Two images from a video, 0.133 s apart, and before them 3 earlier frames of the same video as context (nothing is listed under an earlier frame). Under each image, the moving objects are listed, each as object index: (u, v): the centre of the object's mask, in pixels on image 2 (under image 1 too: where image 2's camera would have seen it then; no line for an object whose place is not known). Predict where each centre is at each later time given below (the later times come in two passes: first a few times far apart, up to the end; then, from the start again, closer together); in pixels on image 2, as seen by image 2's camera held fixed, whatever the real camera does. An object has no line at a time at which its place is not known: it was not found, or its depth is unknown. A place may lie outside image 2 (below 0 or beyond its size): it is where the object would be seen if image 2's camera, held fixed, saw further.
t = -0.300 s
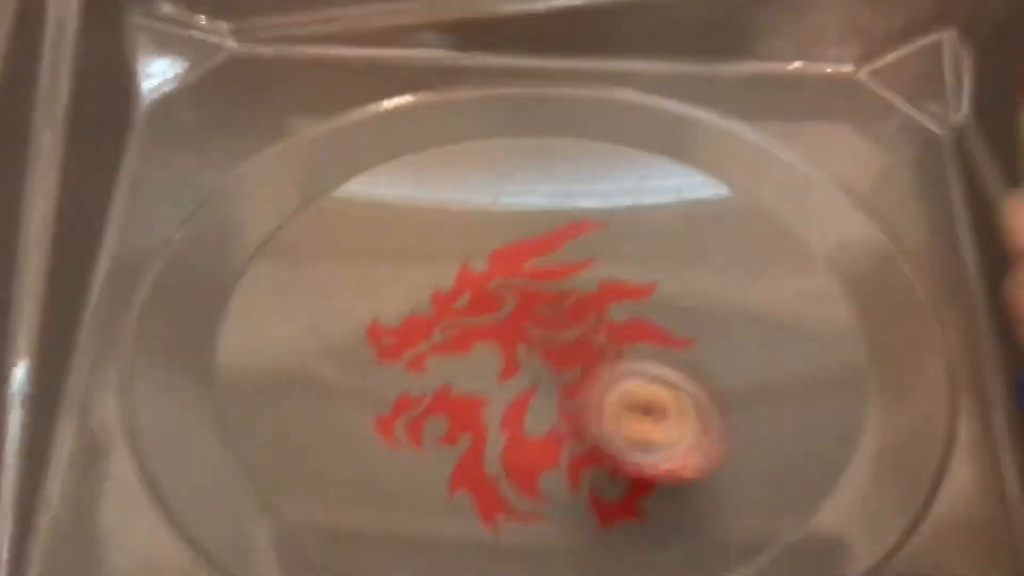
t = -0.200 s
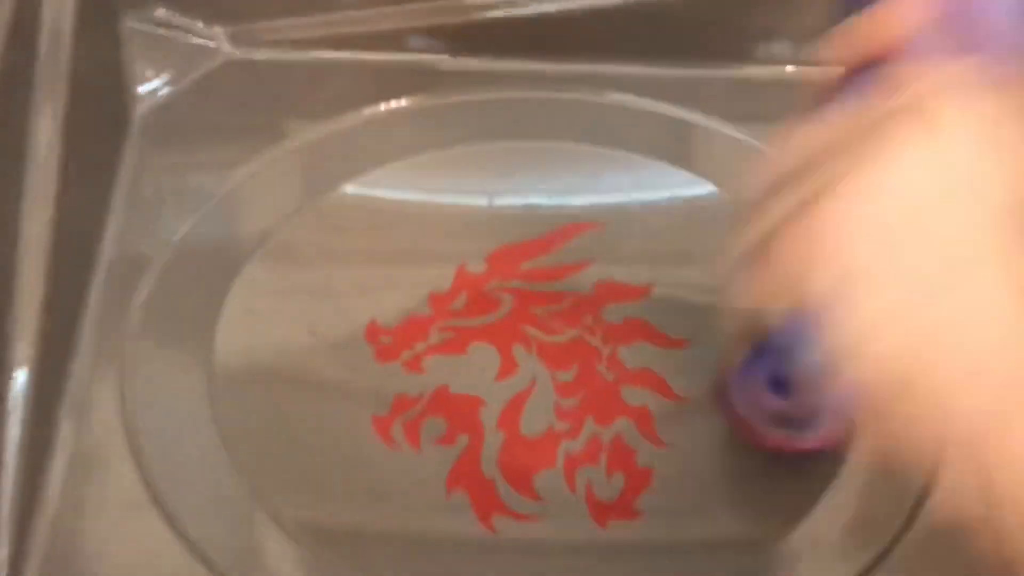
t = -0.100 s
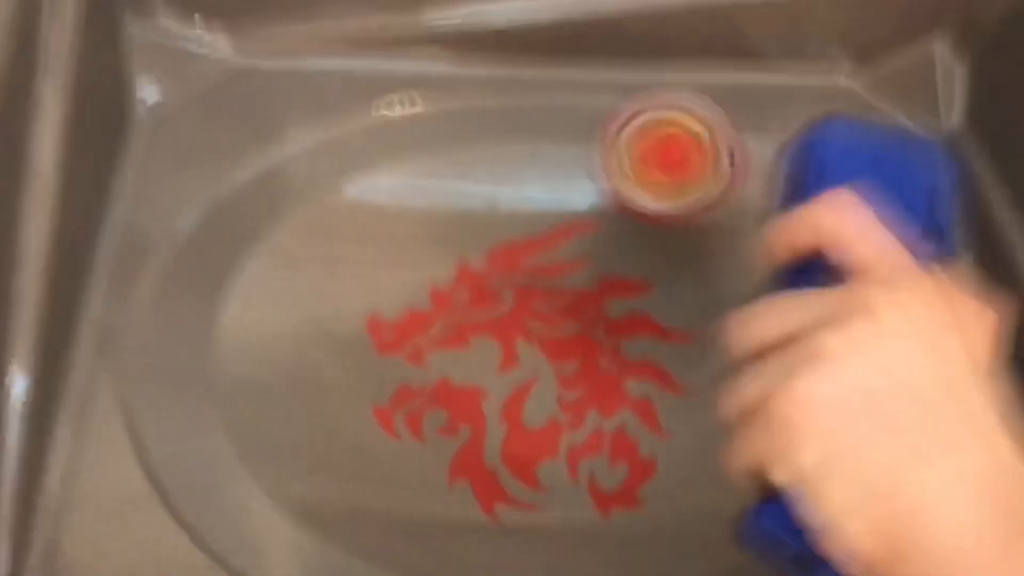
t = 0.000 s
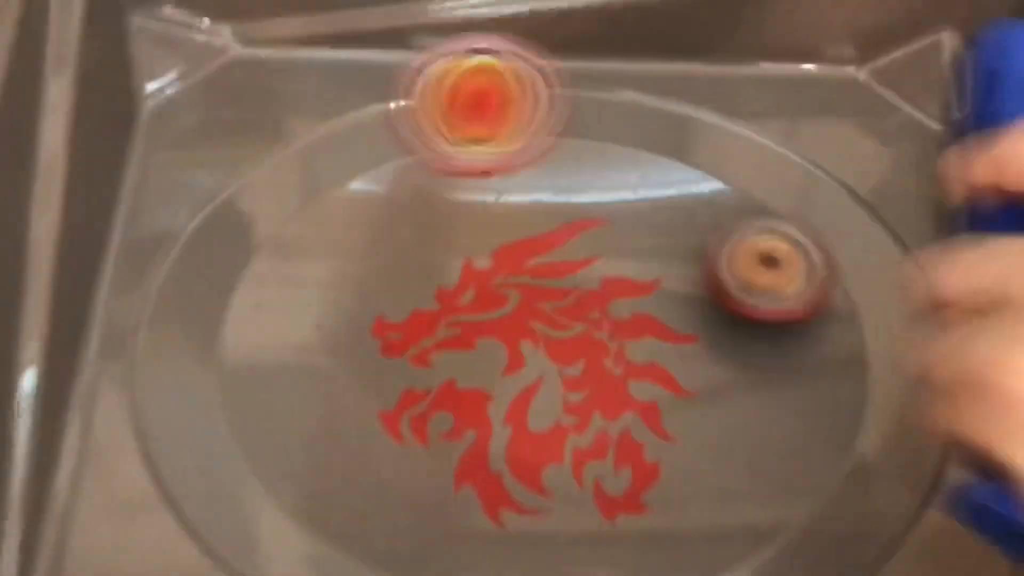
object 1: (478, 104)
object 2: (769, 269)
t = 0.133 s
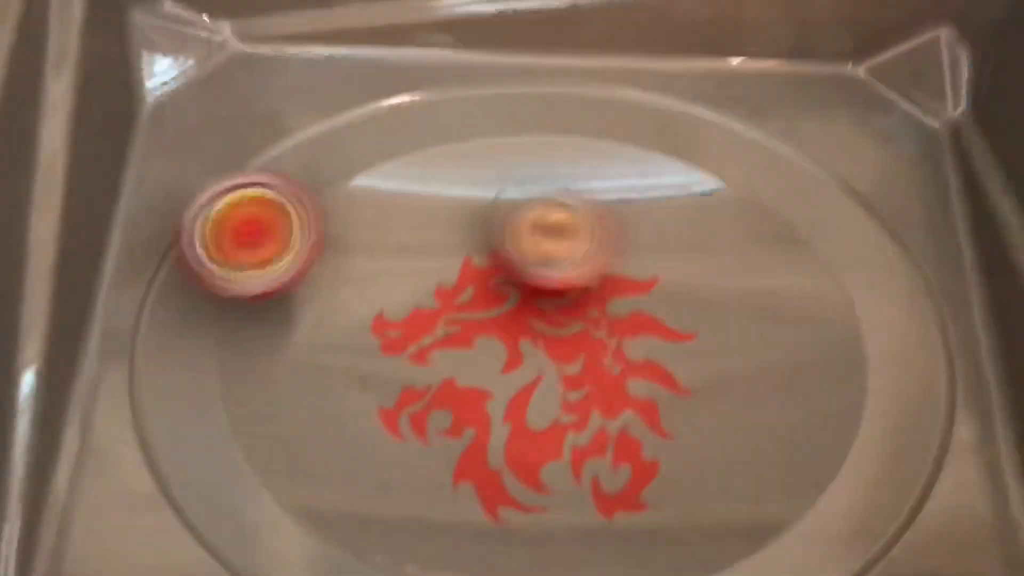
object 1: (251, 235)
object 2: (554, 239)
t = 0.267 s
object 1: (175, 421)
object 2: (323, 279)
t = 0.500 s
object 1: (258, 553)
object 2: (72, 530)
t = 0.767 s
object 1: (396, 520)
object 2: (166, 523)
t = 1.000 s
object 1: (666, 376)
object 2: (127, 470)
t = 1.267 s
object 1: (675, 218)
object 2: (115, 402)
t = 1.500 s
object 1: (509, 272)
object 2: (289, 415)
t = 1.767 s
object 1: (440, 305)
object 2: (755, 435)
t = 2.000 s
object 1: (464, 344)
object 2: (737, 185)
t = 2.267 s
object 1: (535, 403)
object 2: (342, 291)
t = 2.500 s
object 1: (581, 420)
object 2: (476, 533)
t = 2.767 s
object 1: (596, 411)
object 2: (821, 324)
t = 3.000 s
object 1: (588, 397)
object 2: (606, 173)
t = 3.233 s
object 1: (571, 373)
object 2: (316, 328)
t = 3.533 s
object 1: (529, 360)
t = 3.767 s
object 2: (721, 347)
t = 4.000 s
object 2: (577, 239)
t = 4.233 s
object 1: (477, 375)
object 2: (370, 276)
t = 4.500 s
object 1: (574, 428)
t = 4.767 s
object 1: (657, 381)
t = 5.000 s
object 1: (669, 274)
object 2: (527, 305)
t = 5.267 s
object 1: (568, 265)
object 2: (415, 242)
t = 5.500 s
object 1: (575, 322)
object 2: (382, 342)
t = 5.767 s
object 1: (656, 354)
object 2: (516, 380)
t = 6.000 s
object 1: (691, 350)
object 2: (541, 302)
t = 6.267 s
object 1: (729, 376)
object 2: (471, 239)
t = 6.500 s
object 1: (690, 394)
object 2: (451, 323)
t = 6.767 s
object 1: (662, 449)
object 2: (503, 329)
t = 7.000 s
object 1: (651, 428)
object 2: (492, 284)
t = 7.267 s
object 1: (518, 397)
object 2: (482, 268)
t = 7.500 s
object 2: (478, 271)
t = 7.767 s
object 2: (496, 287)
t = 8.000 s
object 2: (560, 277)
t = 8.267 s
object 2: (607, 265)
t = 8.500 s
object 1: (437, 264)
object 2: (598, 270)
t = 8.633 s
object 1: (467, 256)
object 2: (605, 285)
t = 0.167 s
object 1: (224, 260)
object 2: (491, 242)
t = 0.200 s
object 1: (203, 291)
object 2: (429, 249)
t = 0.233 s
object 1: (183, 349)
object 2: (378, 258)
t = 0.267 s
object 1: (175, 421)
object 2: (323, 279)
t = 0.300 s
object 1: (169, 481)
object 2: (278, 305)
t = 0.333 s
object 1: (170, 506)
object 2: (237, 333)
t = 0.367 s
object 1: (180, 525)
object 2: (201, 383)
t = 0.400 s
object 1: (191, 545)
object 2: (165, 422)
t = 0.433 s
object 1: (211, 563)
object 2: (132, 466)
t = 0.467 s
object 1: (231, 558)
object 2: (94, 506)
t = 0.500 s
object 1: (258, 553)
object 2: (72, 530)
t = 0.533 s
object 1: (275, 549)
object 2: (72, 552)
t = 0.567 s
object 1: (288, 543)
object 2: (92, 563)
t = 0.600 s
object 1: (305, 534)
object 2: (119, 549)
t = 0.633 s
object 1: (319, 530)
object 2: (139, 543)
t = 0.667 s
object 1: (335, 528)
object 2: (155, 539)
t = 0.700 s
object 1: (352, 525)
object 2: (162, 535)
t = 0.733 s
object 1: (370, 523)
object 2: (166, 528)
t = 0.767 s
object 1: (396, 520)
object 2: (166, 523)
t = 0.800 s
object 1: (428, 514)
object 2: (165, 518)
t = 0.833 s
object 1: (468, 504)
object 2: (161, 513)
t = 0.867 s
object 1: (511, 487)
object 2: (155, 507)
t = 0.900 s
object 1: (556, 460)
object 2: (147, 500)
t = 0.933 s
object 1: (597, 433)
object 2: (140, 491)
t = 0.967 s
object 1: (634, 404)
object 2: (134, 480)
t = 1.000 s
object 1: (666, 376)
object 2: (127, 470)
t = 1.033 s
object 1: (691, 346)
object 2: (117, 461)
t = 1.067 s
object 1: (708, 320)
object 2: (106, 450)
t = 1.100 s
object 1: (715, 297)
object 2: (95, 438)
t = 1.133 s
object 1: (718, 273)
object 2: (85, 425)
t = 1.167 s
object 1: (713, 252)
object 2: (90, 418)
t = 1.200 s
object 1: (704, 237)
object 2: (99, 413)
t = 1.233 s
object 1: (692, 226)
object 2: (107, 407)
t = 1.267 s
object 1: (675, 218)
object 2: (115, 402)
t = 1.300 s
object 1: (655, 218)
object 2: (130, 399)
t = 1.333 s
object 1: (632, 223)
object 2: (150, 398)
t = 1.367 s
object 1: (607, 226)
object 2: (171, 398)
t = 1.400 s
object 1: (583, 237)
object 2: (193, 400)
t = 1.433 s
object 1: (556, 250)
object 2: (218, 402)
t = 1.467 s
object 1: (532, 260)
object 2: (251, 406)
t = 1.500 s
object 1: (509, 272)
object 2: (289, 415)
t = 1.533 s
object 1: (490, 284)
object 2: (338, 426)
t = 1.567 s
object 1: (475, 298)
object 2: (397, 437)
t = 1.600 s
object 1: (462, 311)
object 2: (460, 443)
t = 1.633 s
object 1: (456, 309)
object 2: (523, 463)
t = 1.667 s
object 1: (451, 306)
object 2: (590, 474)
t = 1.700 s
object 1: (446, 304)
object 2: (650, 473)
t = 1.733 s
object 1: (442, 304)
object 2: (707, 460)
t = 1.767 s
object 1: (440, 305)
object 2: (755, 435)
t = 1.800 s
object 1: (440, 310)
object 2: (794, 402)
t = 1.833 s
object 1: (442, 314)
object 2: (817, 364)
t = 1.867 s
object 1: (443, 318)
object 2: (826, 323)
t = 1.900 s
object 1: (447, 324)
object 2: (822, 282)
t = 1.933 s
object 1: (451, 330)
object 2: (806, 244)
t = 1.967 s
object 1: (457, 338)
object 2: (777, 214)
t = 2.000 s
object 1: (464, 344)
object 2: (737, 185)
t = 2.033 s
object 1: (470, 351)
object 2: (689, 164)
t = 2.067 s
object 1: (479, 359)
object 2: (626, 153)
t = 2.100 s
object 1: (487, 367)
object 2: (569, 154)
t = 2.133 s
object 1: (498, 375)
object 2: (514, 164)
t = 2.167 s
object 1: (507, 382)
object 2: (462, 183)
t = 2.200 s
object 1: (517, 389)
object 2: (413, 212)
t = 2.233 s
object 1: (525, 396)
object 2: (375, 249)
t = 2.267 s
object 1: (535, 403)
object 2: (342, 291)
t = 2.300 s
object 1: (542, 407)
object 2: (321, 341)
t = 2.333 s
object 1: (550, 410)
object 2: (312, 390)
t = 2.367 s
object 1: (556, 413)
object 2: (317, 442)
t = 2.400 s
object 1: (563, 414)
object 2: (336, 486)
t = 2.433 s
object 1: (569, 415)
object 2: (375, 513)
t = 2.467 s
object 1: (575, 418)
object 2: (422, 527)
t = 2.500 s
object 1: (581, 420)
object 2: (476, 533)
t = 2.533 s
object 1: (585, 419)
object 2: (542, 534)
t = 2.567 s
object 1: (589, 418)
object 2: (608, 531)
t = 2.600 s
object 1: (591, 418)
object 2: (669, 521)
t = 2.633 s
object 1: (593, 418)
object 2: (724, 503)
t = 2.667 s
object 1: (595, 416)
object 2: (766, 463)
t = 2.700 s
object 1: (596, 415)
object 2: (799, 414)
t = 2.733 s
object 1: (597, 413)
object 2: (815, 367)
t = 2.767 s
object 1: (596, 411)
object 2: (821, 324)
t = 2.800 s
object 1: (596, 408)
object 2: (818, 282)
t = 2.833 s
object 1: (595, 407)
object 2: (806, 243)
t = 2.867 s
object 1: (594, 405)
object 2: (785, 217)
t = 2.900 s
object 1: (592, 404)
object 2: (750, 196)
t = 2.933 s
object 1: (591, 402)
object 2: (709, 178)
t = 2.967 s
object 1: (590, 400)
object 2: (654, 173)
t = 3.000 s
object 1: (588, 397)
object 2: (606, 173)
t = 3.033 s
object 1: (586, 393)
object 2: (551, 182)
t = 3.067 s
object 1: (584, 390)
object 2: (497, 194)
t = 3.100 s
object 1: (582, 387)
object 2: (449, 214)
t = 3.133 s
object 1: (580, 383)
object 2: (403, 241)
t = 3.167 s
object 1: (576, 380)
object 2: (367, 265)
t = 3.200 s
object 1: (574, 376)
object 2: (337, 297)
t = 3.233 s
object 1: (571, 373)
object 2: (316, 328)
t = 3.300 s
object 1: (562, 366)
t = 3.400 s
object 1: (548, 362)
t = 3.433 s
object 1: (541, 360)
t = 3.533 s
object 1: (529, 360)
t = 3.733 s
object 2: (719, 374)
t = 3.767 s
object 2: (721, 347)
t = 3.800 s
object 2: (716, 321)
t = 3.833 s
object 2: (706, 299)
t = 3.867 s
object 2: (691, 281)
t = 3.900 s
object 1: (495, 353)
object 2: (671, 267)
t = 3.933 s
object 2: (643, 256)
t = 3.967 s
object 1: (492, 351)
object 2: (612, 244)
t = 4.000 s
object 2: (577, 239)
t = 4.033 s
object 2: (539, 236)
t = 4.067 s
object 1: (485, 351)
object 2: (500, 235)
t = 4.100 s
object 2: (469, 232)
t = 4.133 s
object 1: (480, 363)
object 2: (440, 237)
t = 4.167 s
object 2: (414, 245)
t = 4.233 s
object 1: (477, 375)
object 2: (370, 276)
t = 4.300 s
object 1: (476, 382)
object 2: (347, 318)
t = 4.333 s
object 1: (476, 384)
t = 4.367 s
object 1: (487, 392)
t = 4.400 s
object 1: (512, 408)
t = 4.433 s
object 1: (535, 417)
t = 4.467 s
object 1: (555, 424)
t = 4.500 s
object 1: (574, 428)
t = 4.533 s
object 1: (588, 429)
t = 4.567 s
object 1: (606, 428)
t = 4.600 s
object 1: (620, 425)
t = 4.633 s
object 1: (632, 417)
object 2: (400, 452)
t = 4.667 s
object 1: (641, 411)
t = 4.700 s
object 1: (651, 402)
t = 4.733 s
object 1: (655, 390)
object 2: (495, 442)
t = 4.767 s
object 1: (657, 381)
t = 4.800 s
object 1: (670, 372)
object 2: (535, 414)
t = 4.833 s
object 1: (681, 357)
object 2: (541, 396)
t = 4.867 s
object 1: (685, 342)
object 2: (542, 380)
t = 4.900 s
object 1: (684, 324)
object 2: (544, 363)
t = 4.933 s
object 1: (678, 305)
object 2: (543, 343)
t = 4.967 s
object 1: (675, 287)
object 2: (535, 324)
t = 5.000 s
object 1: (669, 274)
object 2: (527, 305)
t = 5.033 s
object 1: (657, 259)
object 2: (518, 287)
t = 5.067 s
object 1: (643, 249)
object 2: (508, 269)
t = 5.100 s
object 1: (629, 242)
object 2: (494, 253)
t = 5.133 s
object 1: (620, 241)
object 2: (476, 242)
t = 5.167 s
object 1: (609, 242)
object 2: (458, 234)
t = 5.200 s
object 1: (595, 247)
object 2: (443, 232)
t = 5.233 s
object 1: (580, 258)
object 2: (428, 235)
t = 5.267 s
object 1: (568, 265)
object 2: (415, 242)
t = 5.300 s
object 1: (558, 269)
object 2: (401, 250)
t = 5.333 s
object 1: (552, 276)
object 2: (389, 263)
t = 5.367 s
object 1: (549, 284)
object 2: (381, 277)
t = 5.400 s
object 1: (551, 294)
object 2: (375, 295)
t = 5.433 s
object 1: (556, 304)
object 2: (372, 309)
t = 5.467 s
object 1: (564, 312)
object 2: (374, 325)
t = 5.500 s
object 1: (575, 322)
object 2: (382, 342)
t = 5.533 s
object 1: (587, 329)
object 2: (393, 355)
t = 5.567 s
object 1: (599, 336)
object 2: (407, 368)
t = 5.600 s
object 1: (612, 340)
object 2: (428, 379)
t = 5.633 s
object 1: (623, 343)
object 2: (451, 384)
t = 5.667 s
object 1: (632, 347)
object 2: (472, 387)
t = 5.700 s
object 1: (640, 349)
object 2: (492, 387)
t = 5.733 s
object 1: (647, 352)
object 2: (506, 384)
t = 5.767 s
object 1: (656, 354)
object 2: (516, 380)
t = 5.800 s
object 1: (669, 354)
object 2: (521, 373)
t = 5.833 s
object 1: (675, 355)
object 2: (527, 365)
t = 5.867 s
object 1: (678, 353)
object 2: (534, 355)
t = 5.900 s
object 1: (681, 351)
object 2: (538, 345)
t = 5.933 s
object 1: (683, 349)
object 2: (542, 332)
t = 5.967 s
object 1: (682, 347)
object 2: (546, 320)
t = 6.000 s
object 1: (691, 350)
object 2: (541, 302)
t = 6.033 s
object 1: (705, 357)
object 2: (530, 285)
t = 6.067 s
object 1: (714, 360)
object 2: (522, 268)
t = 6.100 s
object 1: (720, 363)
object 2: (516, 254)
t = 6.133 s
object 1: (726, 368)
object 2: (509, 242)
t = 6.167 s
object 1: (730, 370)
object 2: (501, 234)
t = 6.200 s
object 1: (732, 373)
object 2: (493, 232)
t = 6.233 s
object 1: (731, 375)
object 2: (482, 235)
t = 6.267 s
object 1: (729, 376)
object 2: (471, 239)
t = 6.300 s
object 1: (726, 378)
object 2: (461, 248)
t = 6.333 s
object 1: (722, 381)
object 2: (451, 258)
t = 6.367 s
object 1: (717, 382)
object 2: (443, 270)
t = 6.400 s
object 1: (711, 385)
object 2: (438, 284)
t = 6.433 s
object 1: (706, 387)
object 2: (440, 297)
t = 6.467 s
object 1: (699, 390)
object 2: (444, 311)
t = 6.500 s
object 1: (690, 394)
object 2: (451, 323)
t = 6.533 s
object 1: (682, 397)
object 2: (458, 333)
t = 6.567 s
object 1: (672, 401)
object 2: (467, 340)
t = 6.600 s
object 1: (663, 405)
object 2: (479, 345)
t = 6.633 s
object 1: (653, 409)
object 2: (490, 349)
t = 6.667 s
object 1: (644, 413)
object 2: (502, 352)
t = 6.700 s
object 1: (637, 421)
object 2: (512, 353)
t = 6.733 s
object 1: (651, 438)
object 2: (506, 339)
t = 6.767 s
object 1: (662, 449)
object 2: (503, 329)
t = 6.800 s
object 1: (671, 451)
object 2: (501, 320)
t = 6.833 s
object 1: (675, 452)
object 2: (499, 310)
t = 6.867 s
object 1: (676, 450)
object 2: (498, 305)
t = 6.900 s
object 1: (674, 446)
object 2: (496, 298)
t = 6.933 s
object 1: (668, 441)
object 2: (494, 293)
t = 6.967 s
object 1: (661, 435)
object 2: (494, 288)
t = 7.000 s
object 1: (651, 428)
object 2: (492, 284)
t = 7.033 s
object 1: (639, 421)
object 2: (491, 281)
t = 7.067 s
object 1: (625, 413)
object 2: (490, 278)
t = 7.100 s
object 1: (610, 406)
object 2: (488, 275)
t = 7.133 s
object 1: (594, 401)
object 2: (487, 274)
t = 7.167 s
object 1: (576, 398)
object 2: (485, 272)
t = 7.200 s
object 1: (557, 395)
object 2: (484, 270)
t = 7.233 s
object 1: (539, 396)
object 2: (482, 269)
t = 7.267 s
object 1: (518, 397)
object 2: (482, 268)
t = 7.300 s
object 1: (496, 399)
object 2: (480, 267)
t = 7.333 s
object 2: (479, 266)
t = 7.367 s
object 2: (478, 267)
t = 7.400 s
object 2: (478, 268)
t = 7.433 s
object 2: (478, 269)
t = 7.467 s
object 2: (477, 270)
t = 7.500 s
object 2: (478, 271)
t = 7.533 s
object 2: (479, 271)
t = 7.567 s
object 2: (481, 273)
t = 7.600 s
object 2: (482, 275)
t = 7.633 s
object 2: (484, 277)
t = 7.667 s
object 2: (487, 279)
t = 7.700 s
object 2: (490, 282)
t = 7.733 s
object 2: (492, 285)
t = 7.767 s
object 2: (496, 287)
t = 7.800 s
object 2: (500, 289)
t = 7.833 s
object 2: (505, 291)
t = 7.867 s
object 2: (514, 290)
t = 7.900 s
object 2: (527, 287)
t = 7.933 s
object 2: (539, 283)
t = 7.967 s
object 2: (550, 280)
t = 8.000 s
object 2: (560, 277)
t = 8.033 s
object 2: (569, 274)
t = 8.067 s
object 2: (576, 271)
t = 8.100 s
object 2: (583, 269)
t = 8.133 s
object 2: (588, 267)
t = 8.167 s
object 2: (593, 266)
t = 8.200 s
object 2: (600, 266)
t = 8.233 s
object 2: (605, 265)
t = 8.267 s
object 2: (607, 265)
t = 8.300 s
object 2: (607, 264)
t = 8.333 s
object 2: (605, 264)
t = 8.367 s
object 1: (414, 281)
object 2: (602, 264)
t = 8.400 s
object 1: (419, 274)
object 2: (600, 265)
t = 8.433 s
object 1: (424, 270)
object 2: (598, 265)
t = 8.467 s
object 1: (431, 268)
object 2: (598, 267)
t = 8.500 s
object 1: (437, 264)
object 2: (598, 270)
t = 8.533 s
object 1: (446, 261)
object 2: (598, 272)
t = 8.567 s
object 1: (453, 259)
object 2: (599, 275)
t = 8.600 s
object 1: (462, 258)
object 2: (601, 280)
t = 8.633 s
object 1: (467, 256)
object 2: (605, 285)
